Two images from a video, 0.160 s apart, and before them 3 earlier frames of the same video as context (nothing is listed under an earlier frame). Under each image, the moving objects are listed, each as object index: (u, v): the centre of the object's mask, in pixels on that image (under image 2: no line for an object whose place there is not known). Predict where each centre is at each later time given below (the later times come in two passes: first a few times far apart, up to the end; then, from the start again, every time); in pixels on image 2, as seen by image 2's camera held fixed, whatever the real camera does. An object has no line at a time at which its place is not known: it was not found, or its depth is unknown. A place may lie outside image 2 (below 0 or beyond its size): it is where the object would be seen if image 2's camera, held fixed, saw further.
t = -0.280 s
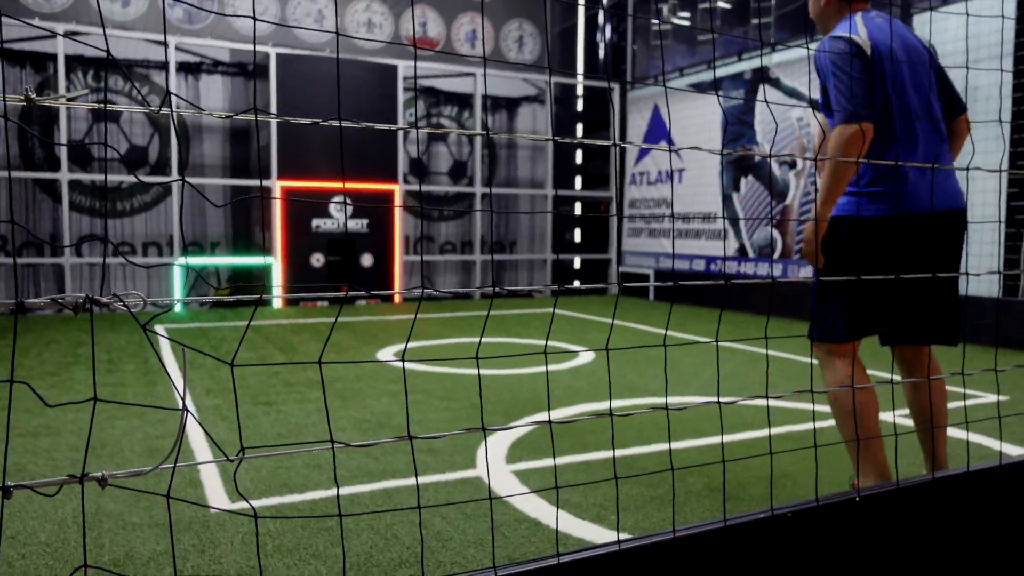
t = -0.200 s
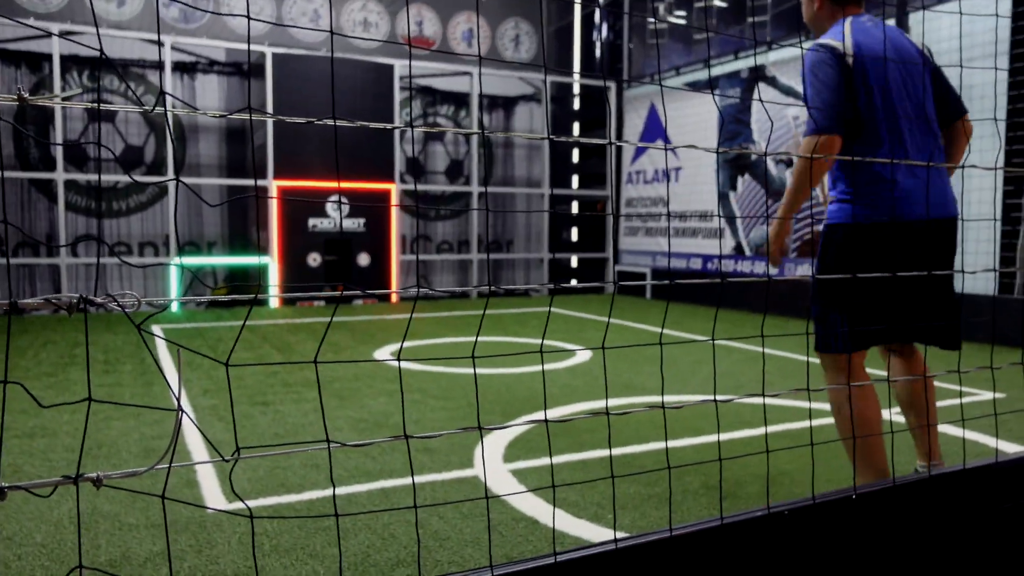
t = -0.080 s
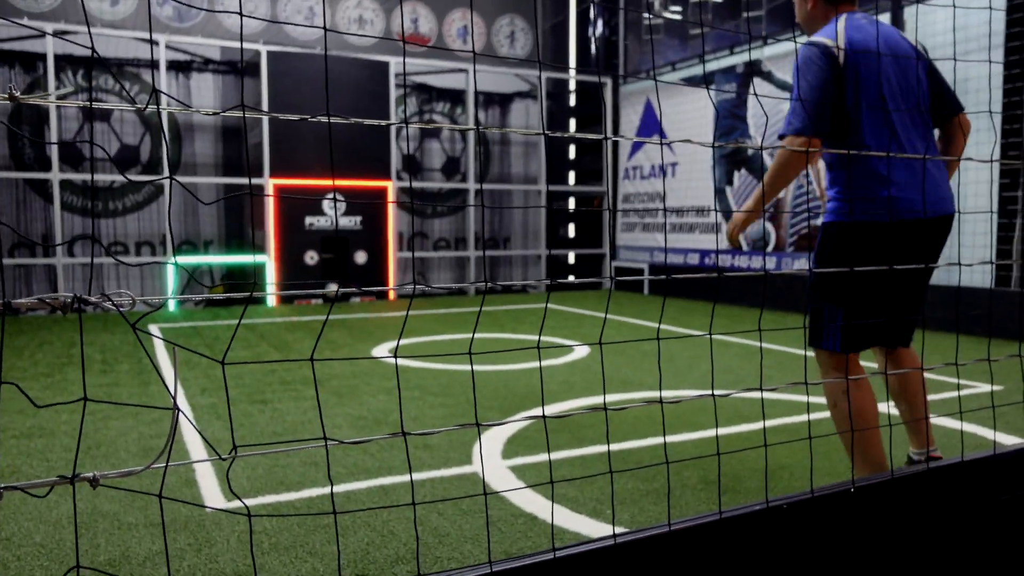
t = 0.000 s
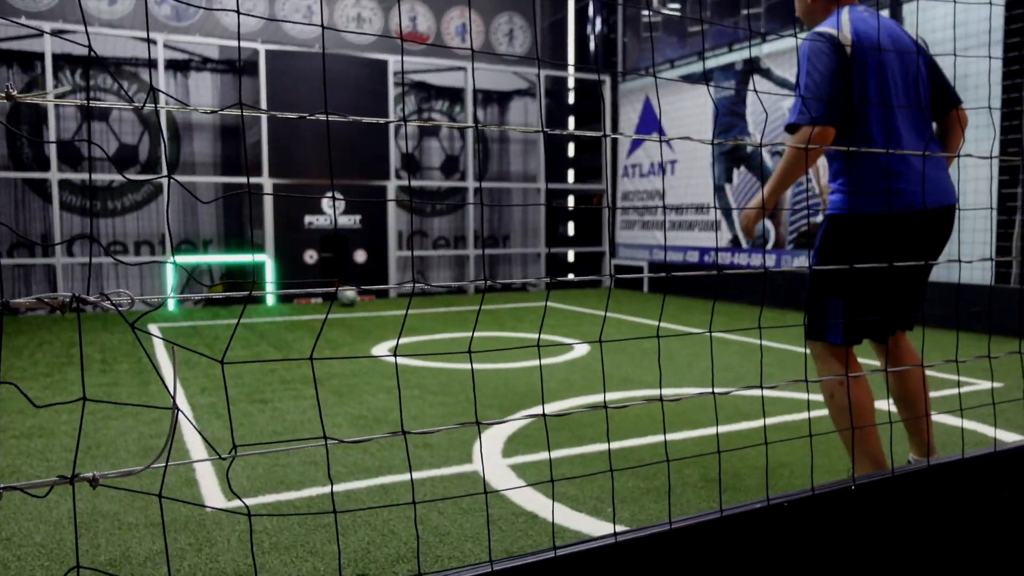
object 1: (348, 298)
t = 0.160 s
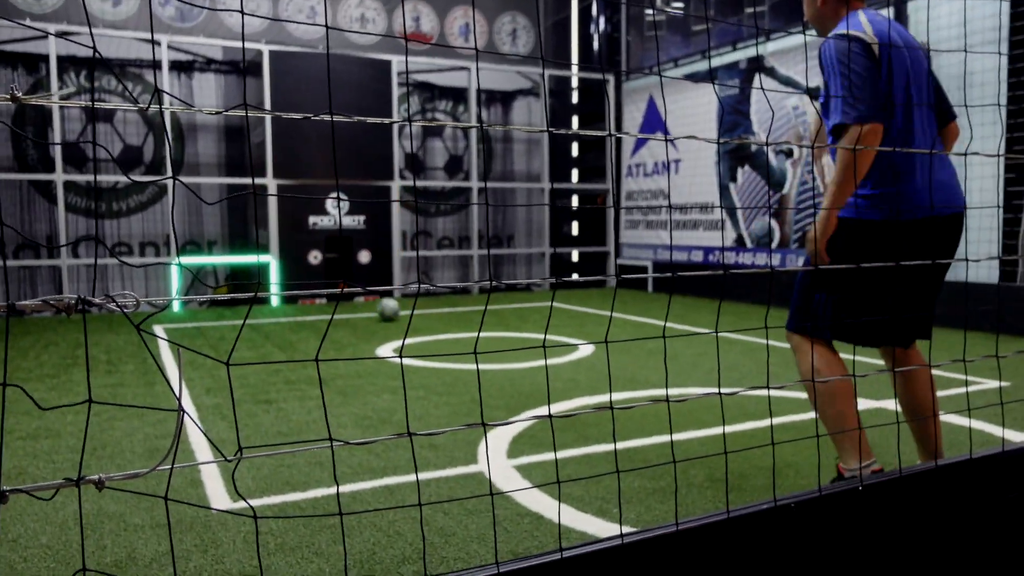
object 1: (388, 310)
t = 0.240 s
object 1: (410, 317)
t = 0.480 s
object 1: (482, 341)
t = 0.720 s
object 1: (578, 374)
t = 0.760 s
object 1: (598, 381)
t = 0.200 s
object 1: (398, 313)
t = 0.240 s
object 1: (410, 317)
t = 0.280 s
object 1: (421, 320)
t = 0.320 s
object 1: (431, 323)
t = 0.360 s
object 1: (444, 328)
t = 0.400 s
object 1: (456, 331)
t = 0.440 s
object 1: (468, 336)
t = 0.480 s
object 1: (482, 341)
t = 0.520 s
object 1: (496, 345)
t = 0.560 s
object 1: (510, 351)
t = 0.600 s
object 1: (524, 356)
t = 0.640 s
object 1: (541, 363)
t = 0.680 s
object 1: (559, 367)
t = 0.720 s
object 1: (578, 374)
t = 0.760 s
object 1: (598, 381)
